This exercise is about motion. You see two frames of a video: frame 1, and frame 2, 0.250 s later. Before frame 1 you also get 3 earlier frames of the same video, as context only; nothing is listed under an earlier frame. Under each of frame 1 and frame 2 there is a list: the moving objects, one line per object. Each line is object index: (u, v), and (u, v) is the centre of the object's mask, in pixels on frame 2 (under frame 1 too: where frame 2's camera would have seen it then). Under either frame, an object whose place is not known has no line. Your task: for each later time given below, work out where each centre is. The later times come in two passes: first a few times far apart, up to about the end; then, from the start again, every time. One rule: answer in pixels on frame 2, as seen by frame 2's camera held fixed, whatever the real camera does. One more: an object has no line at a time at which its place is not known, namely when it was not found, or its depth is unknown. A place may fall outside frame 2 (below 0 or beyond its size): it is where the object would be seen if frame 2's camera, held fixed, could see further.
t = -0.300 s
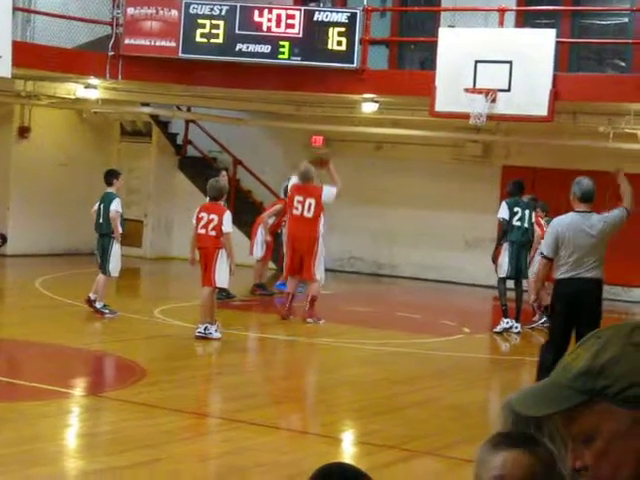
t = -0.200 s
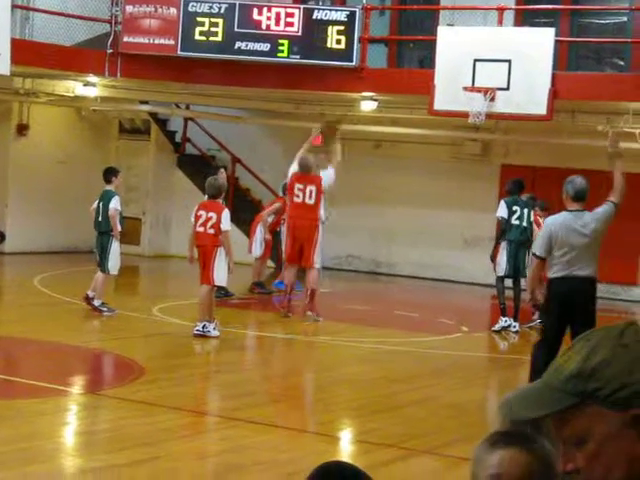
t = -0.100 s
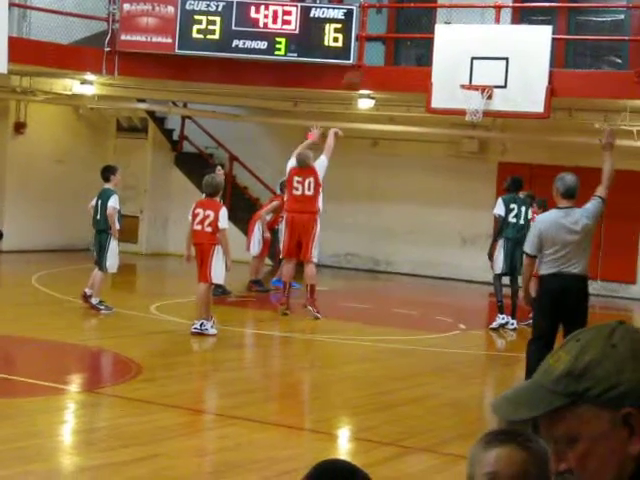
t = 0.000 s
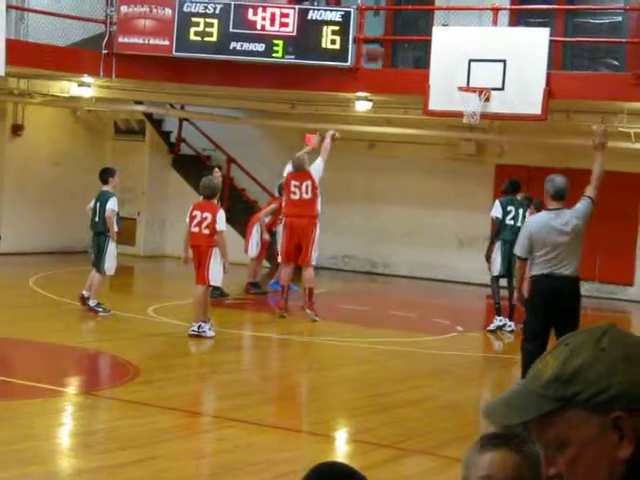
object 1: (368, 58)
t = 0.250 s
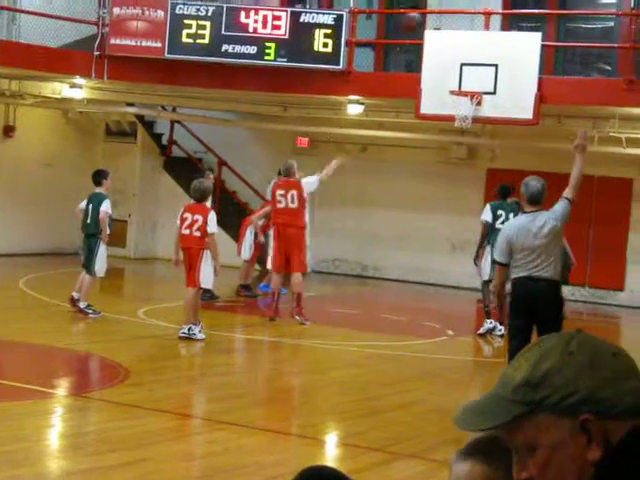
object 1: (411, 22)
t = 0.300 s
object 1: (419, 20)
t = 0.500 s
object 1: (449, 34)
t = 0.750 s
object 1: (478, 84)
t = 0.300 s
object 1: (419, 20)
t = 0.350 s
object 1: (427, 21)
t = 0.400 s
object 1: (435, 24)
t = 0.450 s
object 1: (443, 28)
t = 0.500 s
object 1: (449, 34)
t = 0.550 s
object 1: (456, 41)
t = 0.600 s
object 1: (462, 50)
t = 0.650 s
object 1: (468, 60)
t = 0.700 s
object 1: (473, 72)
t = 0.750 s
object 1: (478, 84)
